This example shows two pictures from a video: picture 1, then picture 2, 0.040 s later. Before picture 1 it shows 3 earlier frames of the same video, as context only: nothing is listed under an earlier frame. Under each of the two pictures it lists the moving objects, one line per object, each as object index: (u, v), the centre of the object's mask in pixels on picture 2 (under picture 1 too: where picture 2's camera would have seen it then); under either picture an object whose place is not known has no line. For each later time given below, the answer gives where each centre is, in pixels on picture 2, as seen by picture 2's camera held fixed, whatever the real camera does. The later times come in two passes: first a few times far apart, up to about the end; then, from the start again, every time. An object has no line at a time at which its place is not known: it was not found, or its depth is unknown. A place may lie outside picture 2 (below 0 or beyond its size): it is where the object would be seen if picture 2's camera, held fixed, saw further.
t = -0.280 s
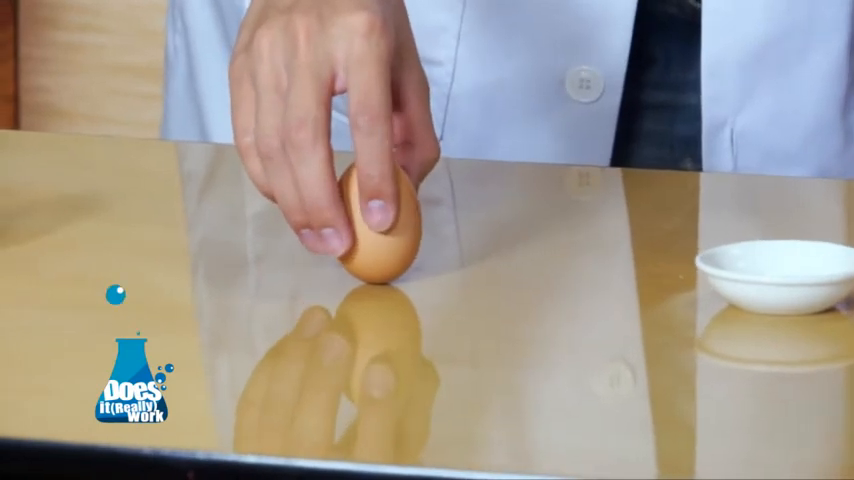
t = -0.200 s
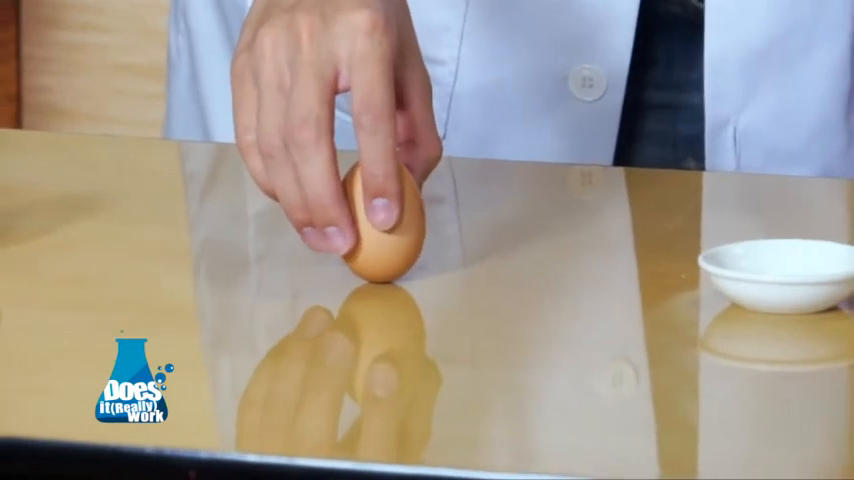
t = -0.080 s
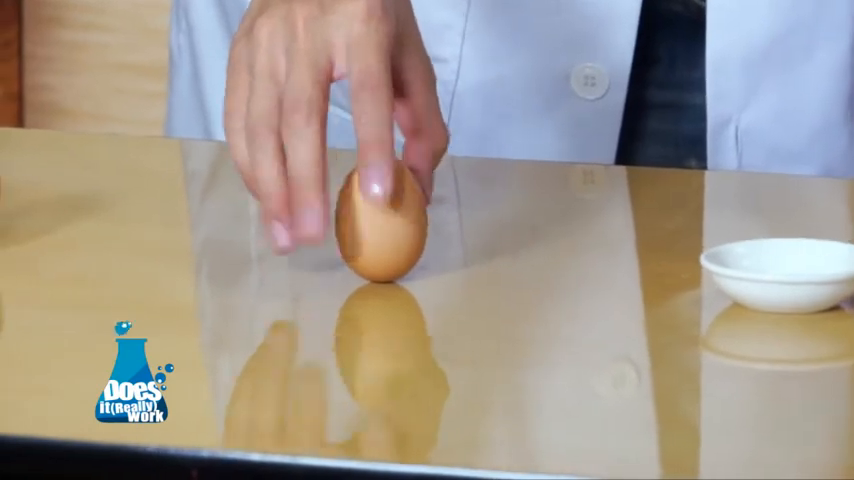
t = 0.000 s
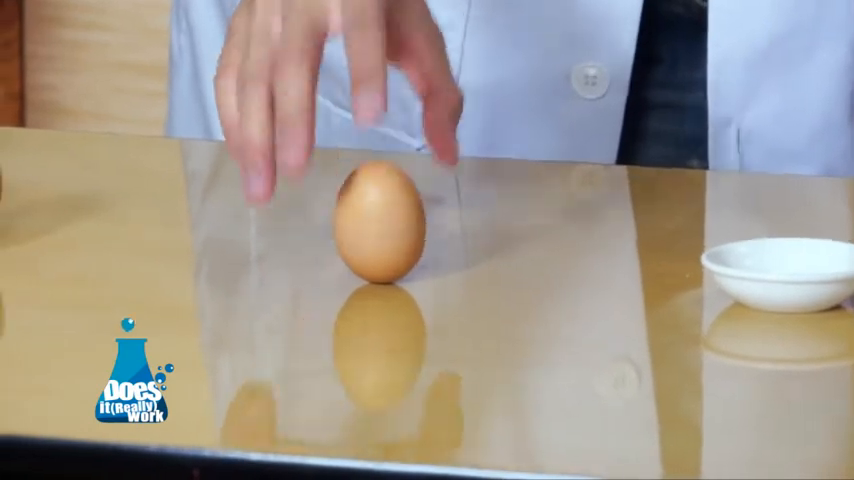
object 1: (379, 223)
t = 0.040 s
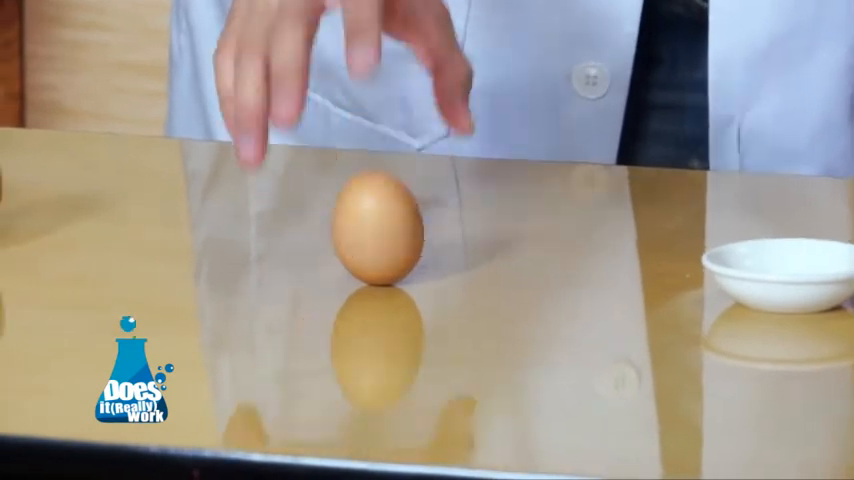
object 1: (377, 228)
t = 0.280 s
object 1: (348, 256)
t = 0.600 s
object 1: (329, 255)
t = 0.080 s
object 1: (374, 241)
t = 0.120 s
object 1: (369, 244)
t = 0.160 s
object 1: (363, 248)
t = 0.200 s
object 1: (359, 253)
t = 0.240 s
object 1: (354, 255)
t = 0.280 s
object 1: (348, 256)
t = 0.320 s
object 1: (346, 256)
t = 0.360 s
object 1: (342, 256)
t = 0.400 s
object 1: (340, 255)
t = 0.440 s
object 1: (340, 253)
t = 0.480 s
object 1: (338, 253)
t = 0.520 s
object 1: (334, 253)
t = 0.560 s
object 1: (331, 253)
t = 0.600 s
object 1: (329, 255)
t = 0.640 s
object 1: (327, 255)
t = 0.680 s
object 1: (325, 254)
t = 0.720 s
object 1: (323, 253)
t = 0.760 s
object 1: (321, 253)
